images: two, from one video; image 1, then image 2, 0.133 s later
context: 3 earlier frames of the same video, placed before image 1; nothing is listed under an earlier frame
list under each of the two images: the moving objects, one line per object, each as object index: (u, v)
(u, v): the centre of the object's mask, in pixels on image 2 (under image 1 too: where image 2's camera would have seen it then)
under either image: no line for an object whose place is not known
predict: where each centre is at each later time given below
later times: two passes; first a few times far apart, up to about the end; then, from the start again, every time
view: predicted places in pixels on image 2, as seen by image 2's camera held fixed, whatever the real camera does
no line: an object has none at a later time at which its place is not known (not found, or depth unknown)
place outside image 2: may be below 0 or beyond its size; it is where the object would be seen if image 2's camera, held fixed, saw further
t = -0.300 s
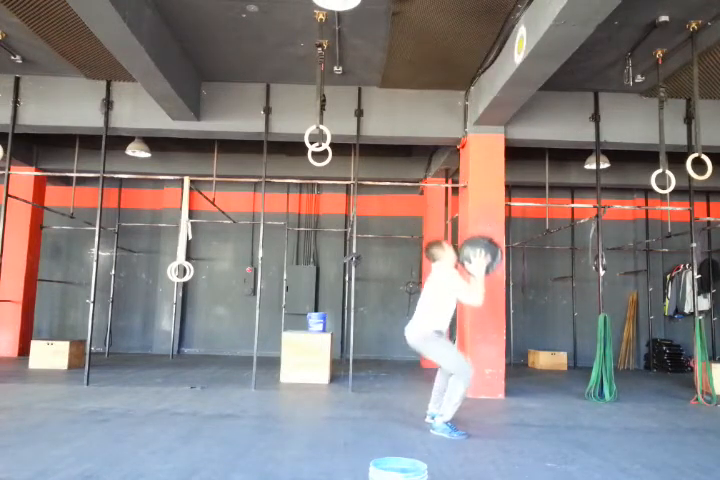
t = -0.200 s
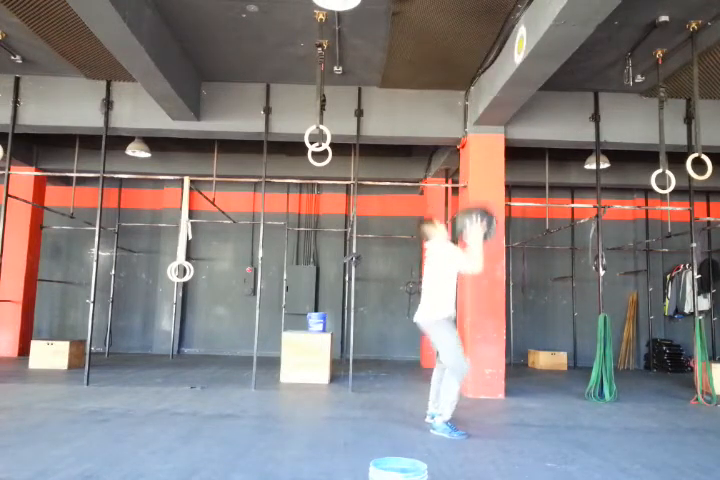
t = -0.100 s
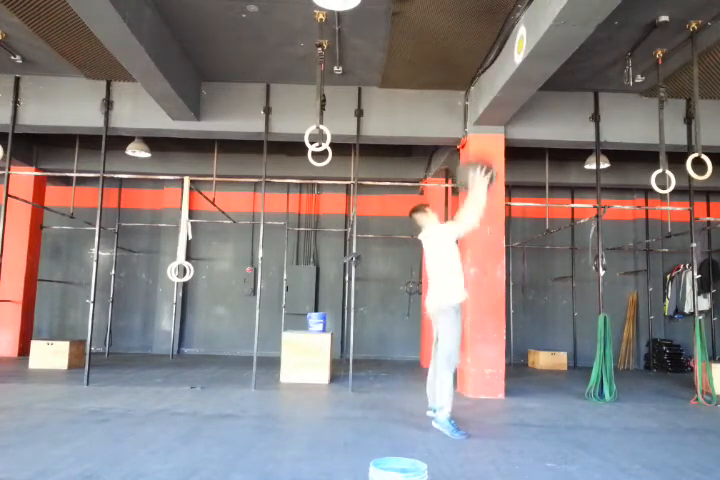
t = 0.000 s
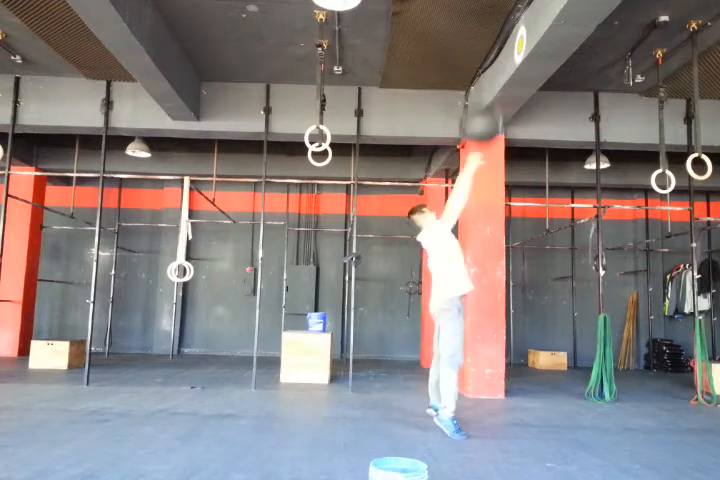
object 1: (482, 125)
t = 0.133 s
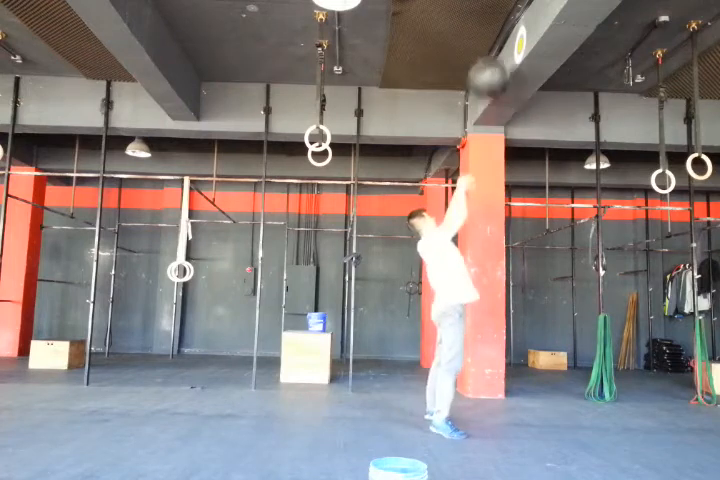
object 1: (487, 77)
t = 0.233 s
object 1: (495, 54)
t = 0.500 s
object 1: (500, 47)
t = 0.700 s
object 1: (490, 93)
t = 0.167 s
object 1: (490, 68)
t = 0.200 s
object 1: (493, 60)
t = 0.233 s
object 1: (495, 54)
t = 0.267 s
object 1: (499, 50)
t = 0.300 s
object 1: (502, 45)
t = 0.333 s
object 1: (502, 42)
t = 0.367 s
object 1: (503, 41)
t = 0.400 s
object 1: (503, 40)
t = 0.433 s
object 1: (502, 41)
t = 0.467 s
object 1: (500, 43)
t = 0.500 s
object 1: (500, 47)
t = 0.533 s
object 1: (499, 51)
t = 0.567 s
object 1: (496, 58)
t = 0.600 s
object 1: (493, 64)
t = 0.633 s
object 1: (492, 71)
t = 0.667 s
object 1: (491, 82)
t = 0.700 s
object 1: (490, 93)
